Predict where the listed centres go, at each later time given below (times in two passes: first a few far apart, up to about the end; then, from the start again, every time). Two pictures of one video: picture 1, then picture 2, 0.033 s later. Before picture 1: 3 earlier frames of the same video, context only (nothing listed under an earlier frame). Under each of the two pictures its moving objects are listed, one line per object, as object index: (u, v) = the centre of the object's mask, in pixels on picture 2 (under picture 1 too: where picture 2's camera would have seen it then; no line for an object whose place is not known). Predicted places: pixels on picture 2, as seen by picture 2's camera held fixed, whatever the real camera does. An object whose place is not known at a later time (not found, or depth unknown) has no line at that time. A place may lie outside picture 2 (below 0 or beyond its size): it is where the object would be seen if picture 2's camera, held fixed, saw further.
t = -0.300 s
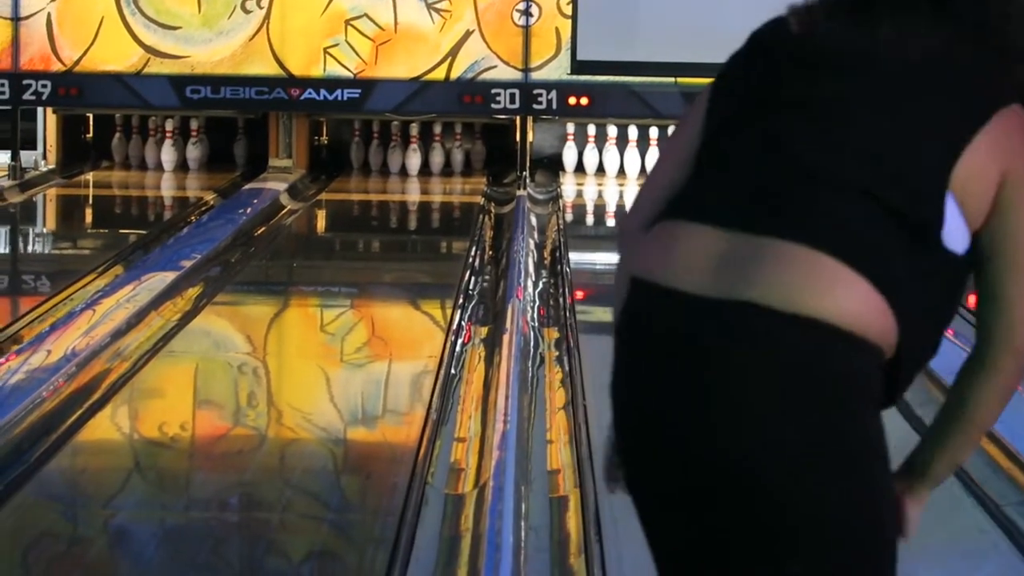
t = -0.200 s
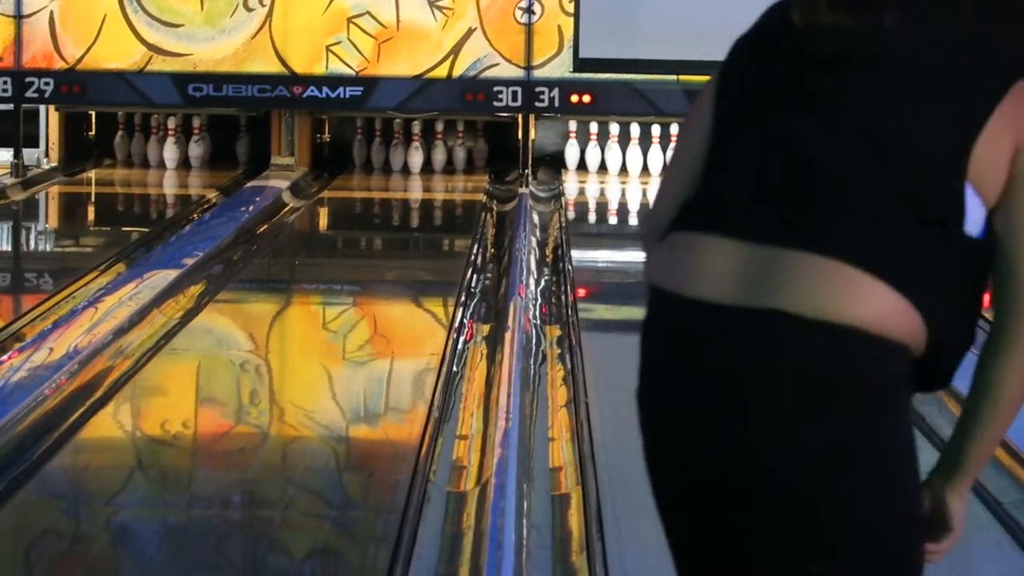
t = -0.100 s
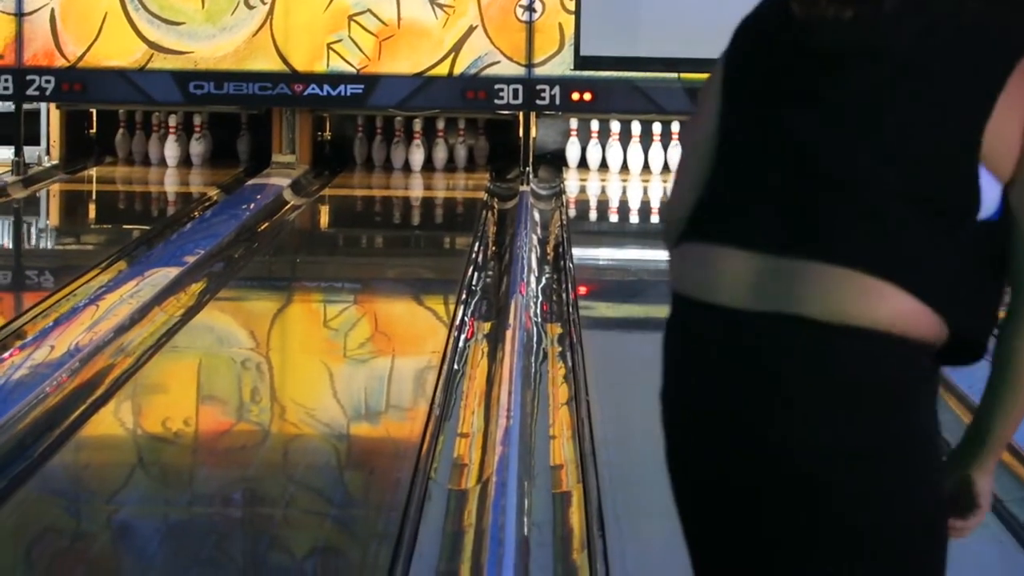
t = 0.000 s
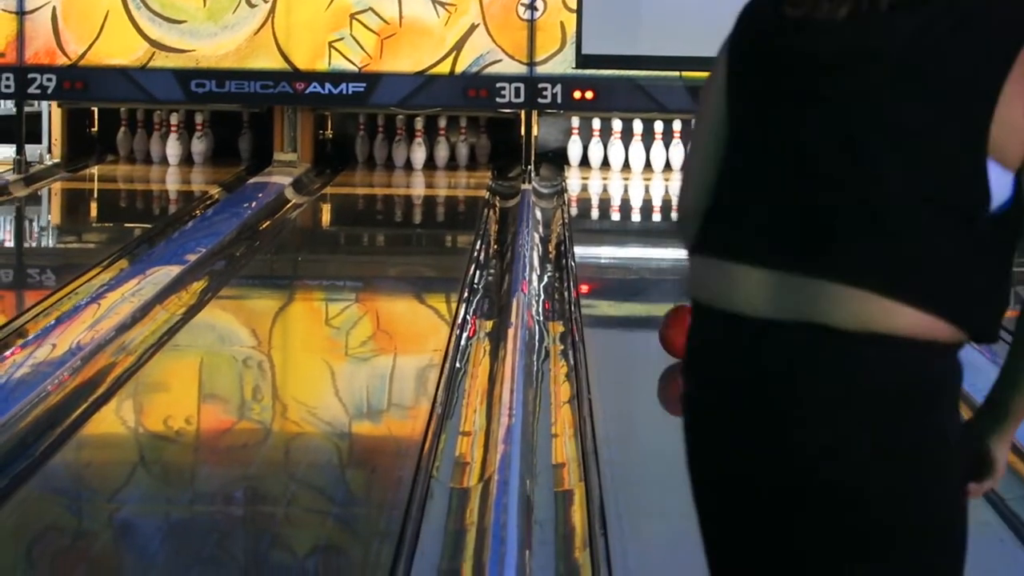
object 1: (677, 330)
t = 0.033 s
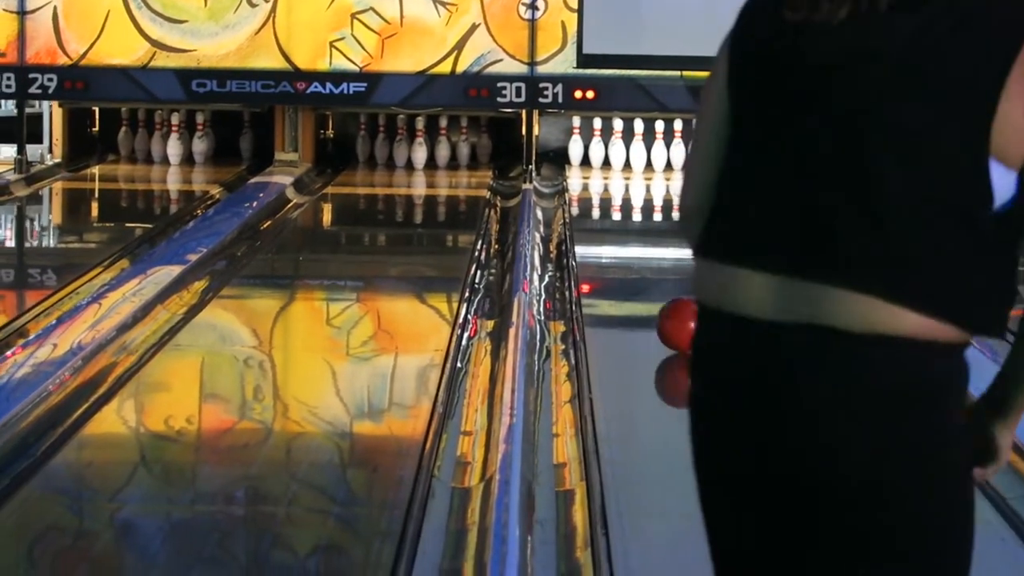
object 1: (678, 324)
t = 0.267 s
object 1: (656, 281)
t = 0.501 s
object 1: (635, 248)
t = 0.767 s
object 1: (616, 218)
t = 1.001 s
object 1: (602, 196)
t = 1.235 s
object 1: (589, 183)
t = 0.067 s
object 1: (677, 317)
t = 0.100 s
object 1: (675, 310)
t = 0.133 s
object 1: (671, 304)
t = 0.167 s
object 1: (667, 299)
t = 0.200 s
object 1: (664, 292)
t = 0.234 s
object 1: (660, 286)
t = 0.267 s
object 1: (656, 281)
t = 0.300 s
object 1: (653, 275)
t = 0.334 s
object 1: (650, 270)
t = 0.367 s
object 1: (647, 265)
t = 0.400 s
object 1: (643, 261)
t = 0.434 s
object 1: (640, 256)
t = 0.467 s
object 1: (638, 252)
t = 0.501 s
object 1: (635, 248)
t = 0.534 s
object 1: (633, 244)
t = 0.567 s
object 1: (630, 240)
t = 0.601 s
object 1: (628, 236)
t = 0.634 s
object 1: (626, 232)
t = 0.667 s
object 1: (623, 228)
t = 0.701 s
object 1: (621, 224)
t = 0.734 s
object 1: (619, 221)
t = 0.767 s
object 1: (616, 218)
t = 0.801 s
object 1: (614, 215)
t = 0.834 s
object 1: (612, 211)
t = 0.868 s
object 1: (610, 208)
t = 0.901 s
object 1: (608, 205)
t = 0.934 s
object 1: (606, 202)
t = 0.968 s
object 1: (604, 200)
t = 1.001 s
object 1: (602, 196)
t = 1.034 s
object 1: (600, 194)
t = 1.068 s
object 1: (598, 192)
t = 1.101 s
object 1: (596, 189)
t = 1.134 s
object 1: (595, 187)
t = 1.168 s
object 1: (593, 185)
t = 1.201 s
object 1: (591, 182)
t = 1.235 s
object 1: (589, 183)
